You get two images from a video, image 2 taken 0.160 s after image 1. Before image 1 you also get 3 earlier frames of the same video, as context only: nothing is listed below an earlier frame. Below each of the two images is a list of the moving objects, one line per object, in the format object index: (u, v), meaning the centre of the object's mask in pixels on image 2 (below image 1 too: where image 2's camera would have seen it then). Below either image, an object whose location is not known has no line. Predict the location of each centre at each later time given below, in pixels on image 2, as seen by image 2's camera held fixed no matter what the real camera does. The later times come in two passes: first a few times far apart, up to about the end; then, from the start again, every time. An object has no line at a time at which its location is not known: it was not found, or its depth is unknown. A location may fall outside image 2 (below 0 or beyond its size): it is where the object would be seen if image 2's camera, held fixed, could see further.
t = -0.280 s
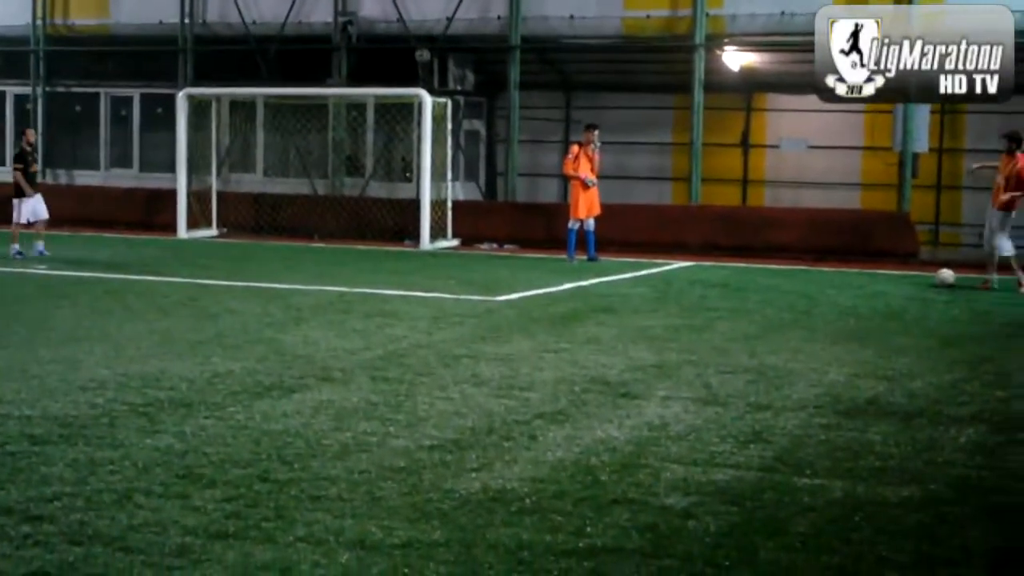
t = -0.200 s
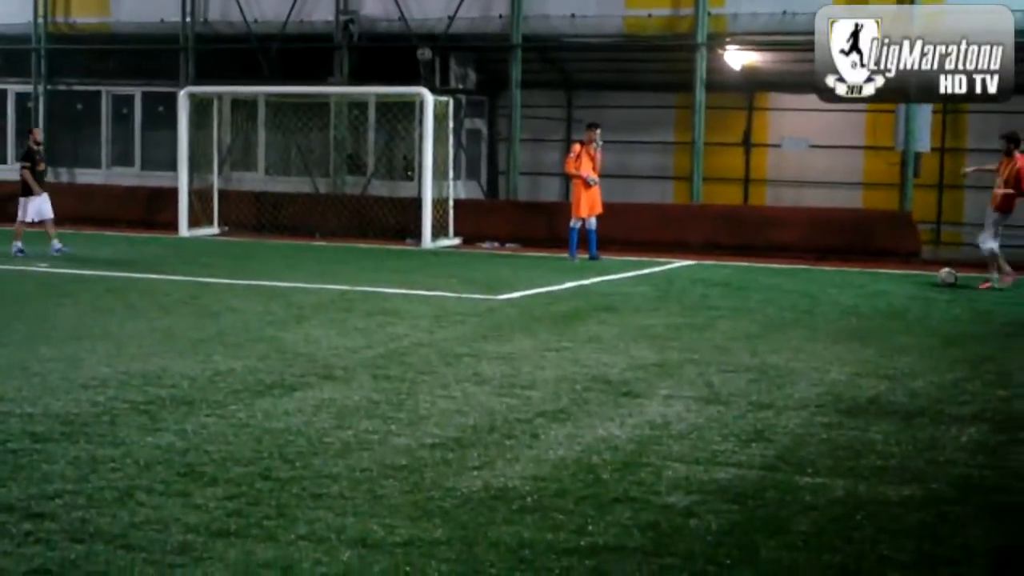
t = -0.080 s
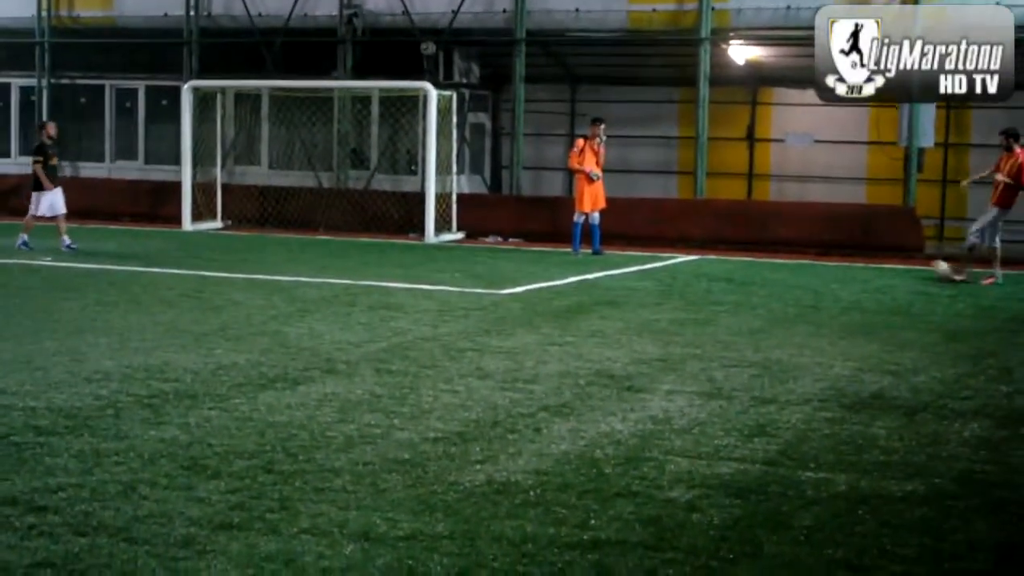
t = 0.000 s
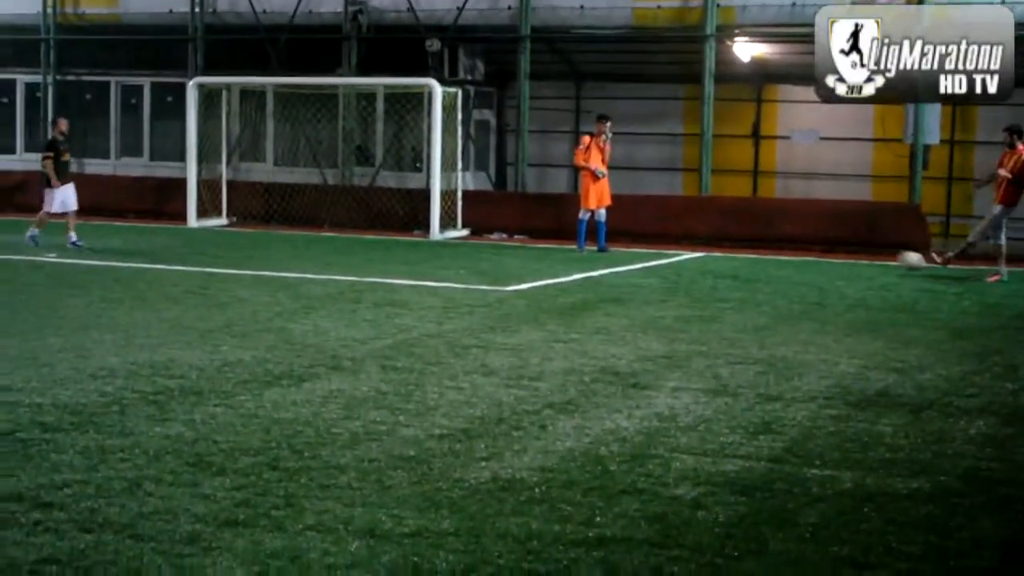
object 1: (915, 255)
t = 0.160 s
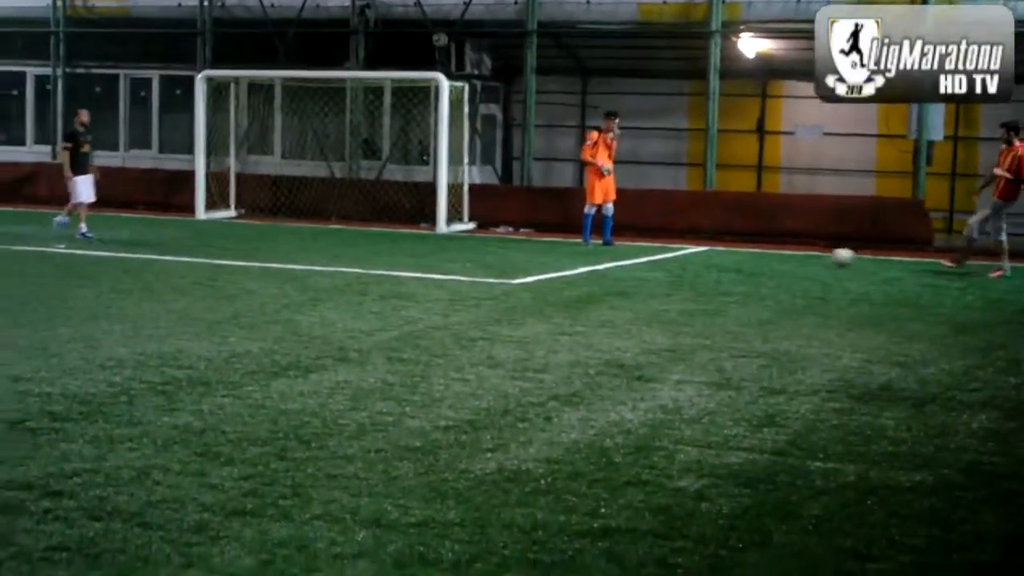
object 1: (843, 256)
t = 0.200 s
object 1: (827, 256)
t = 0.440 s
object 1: (762, 252)
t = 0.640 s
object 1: (725, 249)
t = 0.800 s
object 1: (694, 248)
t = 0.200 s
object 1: (827, 256)
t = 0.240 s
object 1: (817, 251)
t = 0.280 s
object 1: (805, 249)
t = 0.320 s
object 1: (794, 248)
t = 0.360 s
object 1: (783, 249)
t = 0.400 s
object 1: (773, 251)
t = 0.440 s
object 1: (762, 252)
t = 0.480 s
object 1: (755, 249)
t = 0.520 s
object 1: (747, 248)
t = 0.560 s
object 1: (740, 248)
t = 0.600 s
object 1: (731, 249)
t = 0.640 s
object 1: (725, 249)
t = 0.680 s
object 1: (717, 248)
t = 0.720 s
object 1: (710, 248)
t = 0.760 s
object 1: (701, 248)
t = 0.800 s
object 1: (694, 248)
